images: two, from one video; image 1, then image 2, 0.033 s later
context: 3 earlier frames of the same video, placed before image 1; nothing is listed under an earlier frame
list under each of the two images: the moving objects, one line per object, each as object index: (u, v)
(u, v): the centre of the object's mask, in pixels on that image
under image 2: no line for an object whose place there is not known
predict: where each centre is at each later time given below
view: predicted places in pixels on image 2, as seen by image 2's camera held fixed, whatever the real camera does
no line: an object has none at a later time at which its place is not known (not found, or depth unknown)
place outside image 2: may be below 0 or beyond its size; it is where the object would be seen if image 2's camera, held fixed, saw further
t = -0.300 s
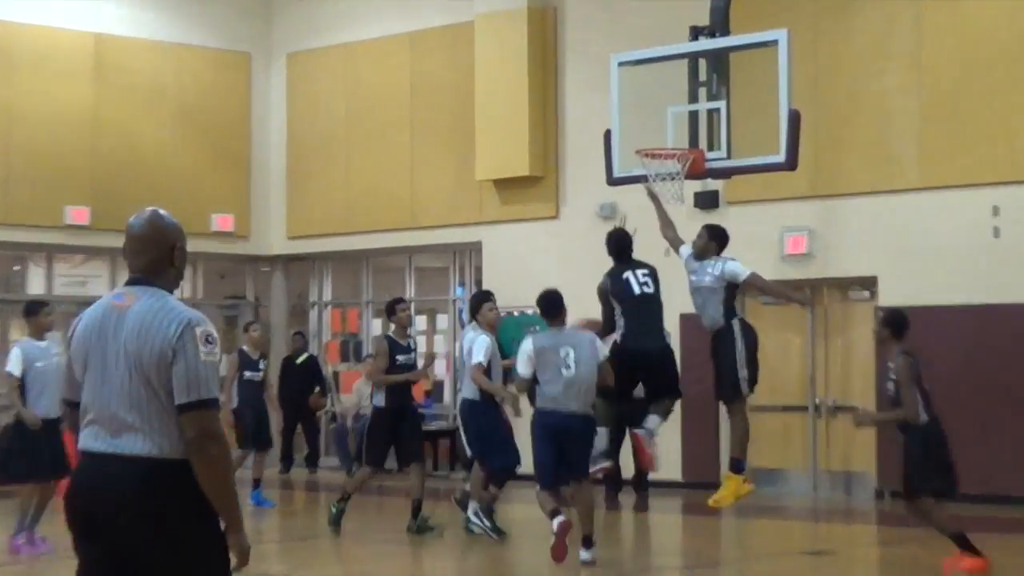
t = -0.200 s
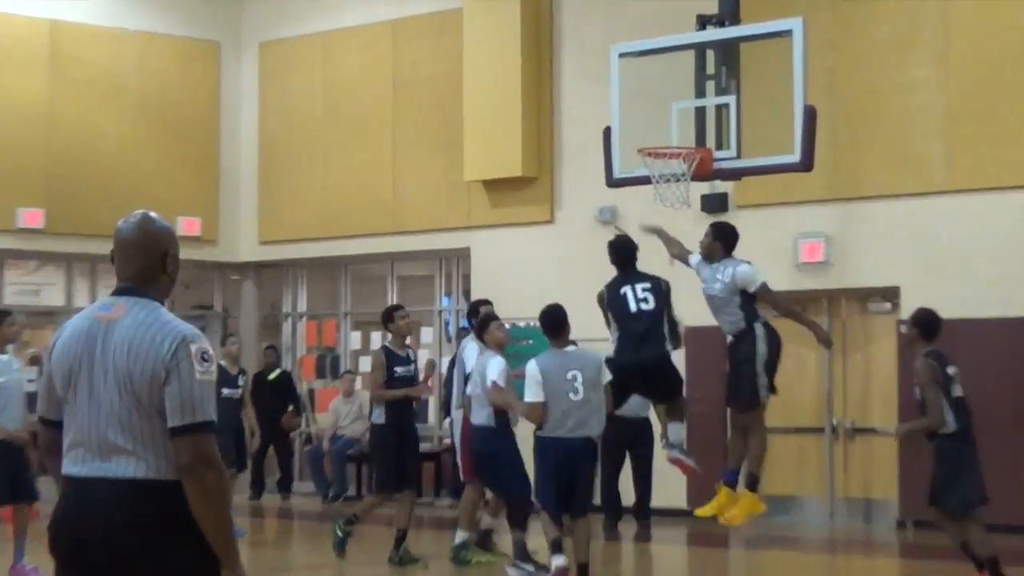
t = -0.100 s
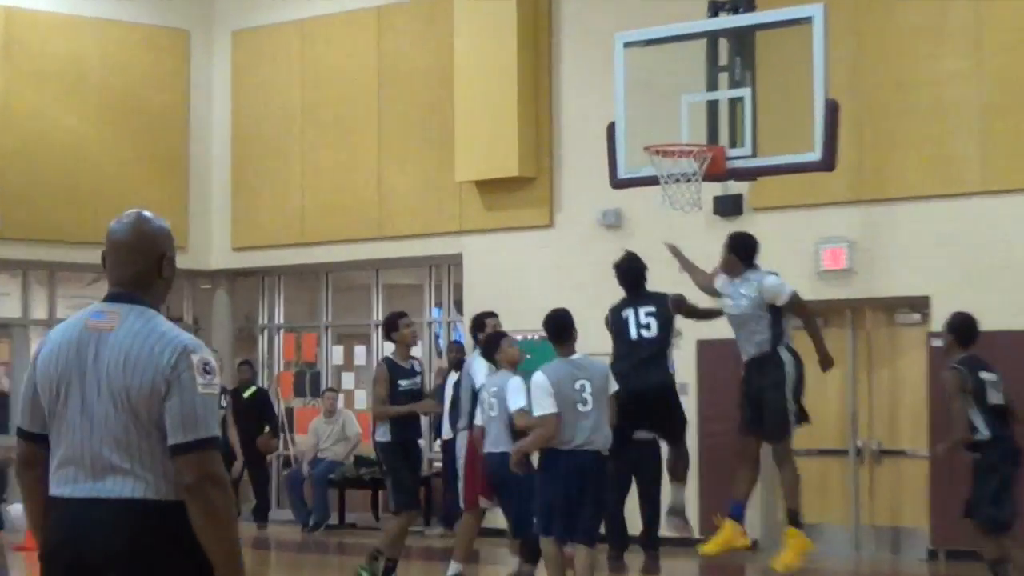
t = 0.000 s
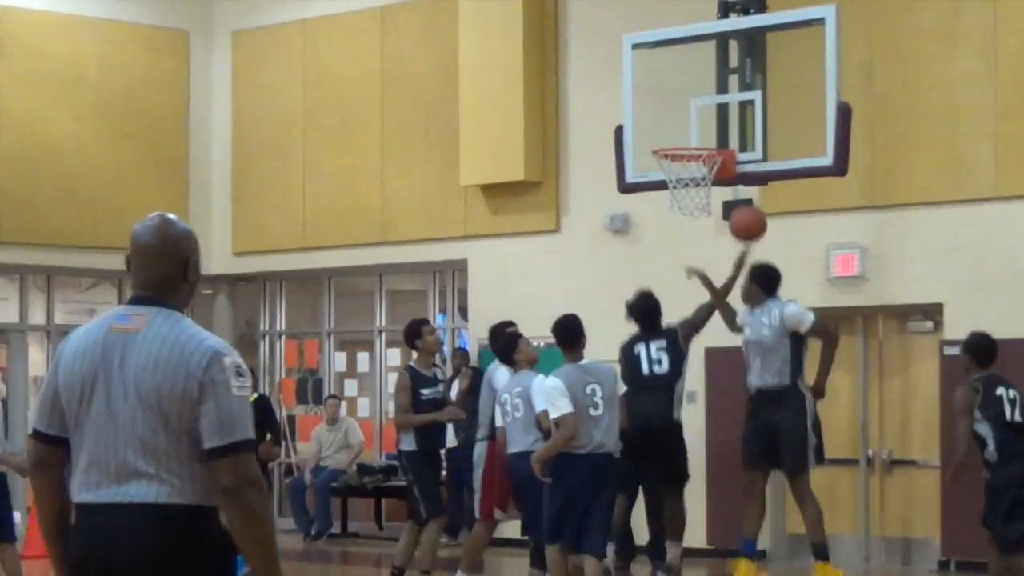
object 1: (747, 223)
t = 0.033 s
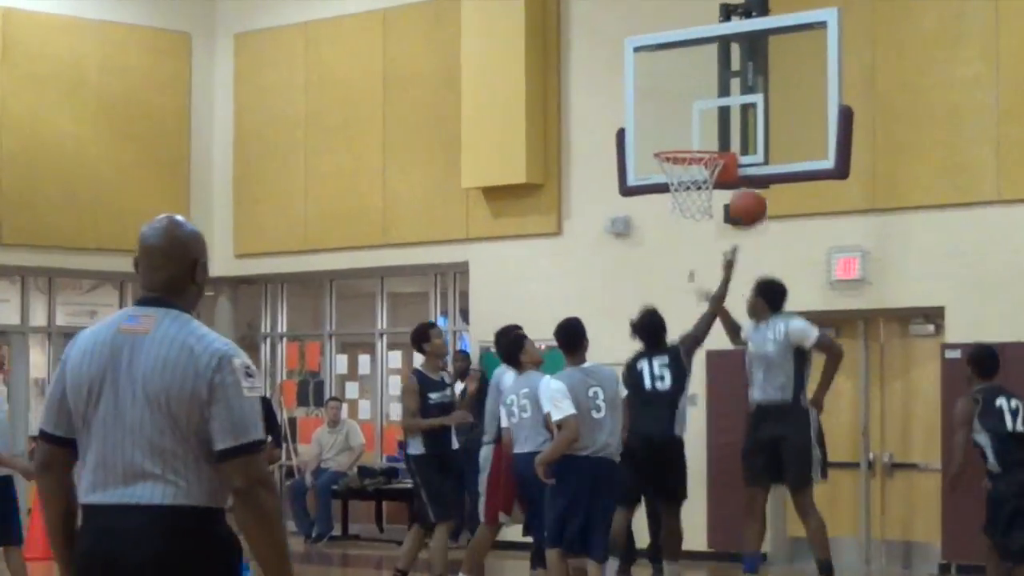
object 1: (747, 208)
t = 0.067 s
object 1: (746, 188)
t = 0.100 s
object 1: (744, 172)
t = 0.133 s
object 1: (742, 158)
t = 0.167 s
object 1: (741, 145)
